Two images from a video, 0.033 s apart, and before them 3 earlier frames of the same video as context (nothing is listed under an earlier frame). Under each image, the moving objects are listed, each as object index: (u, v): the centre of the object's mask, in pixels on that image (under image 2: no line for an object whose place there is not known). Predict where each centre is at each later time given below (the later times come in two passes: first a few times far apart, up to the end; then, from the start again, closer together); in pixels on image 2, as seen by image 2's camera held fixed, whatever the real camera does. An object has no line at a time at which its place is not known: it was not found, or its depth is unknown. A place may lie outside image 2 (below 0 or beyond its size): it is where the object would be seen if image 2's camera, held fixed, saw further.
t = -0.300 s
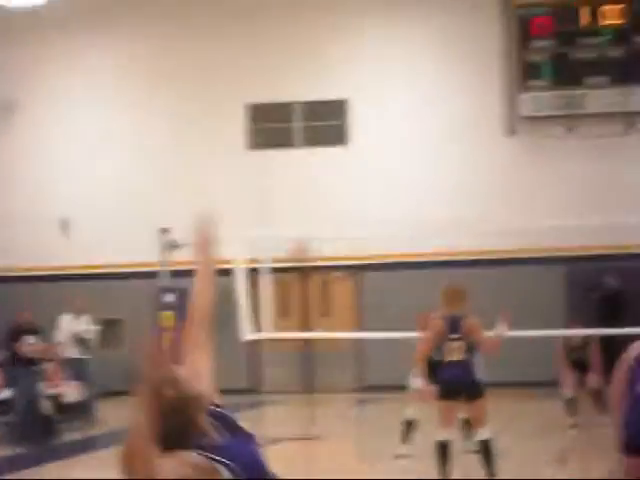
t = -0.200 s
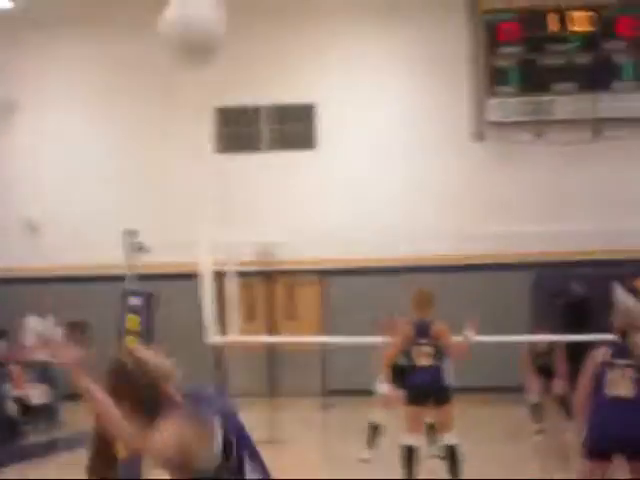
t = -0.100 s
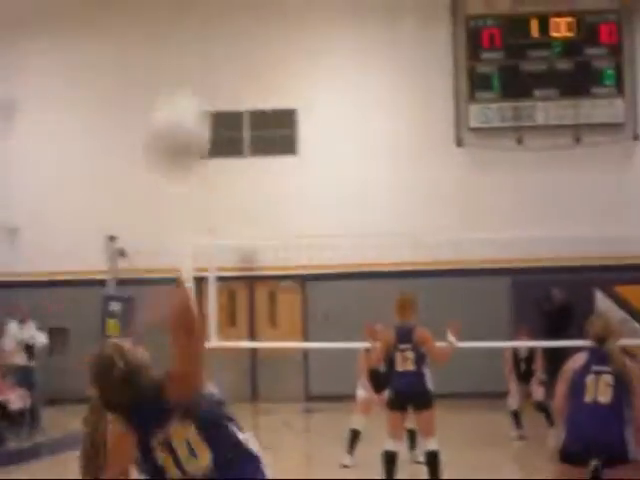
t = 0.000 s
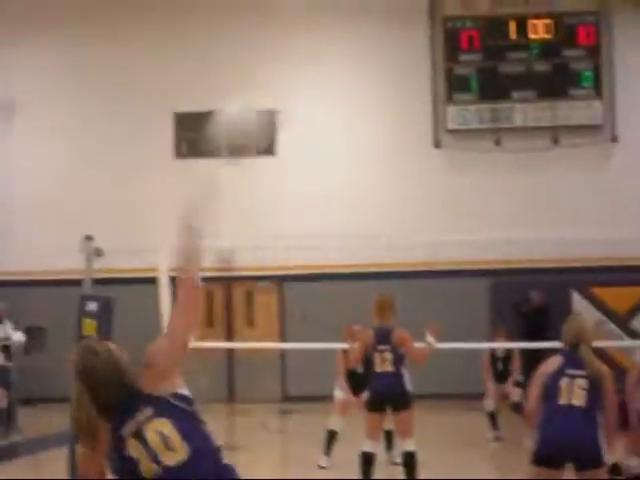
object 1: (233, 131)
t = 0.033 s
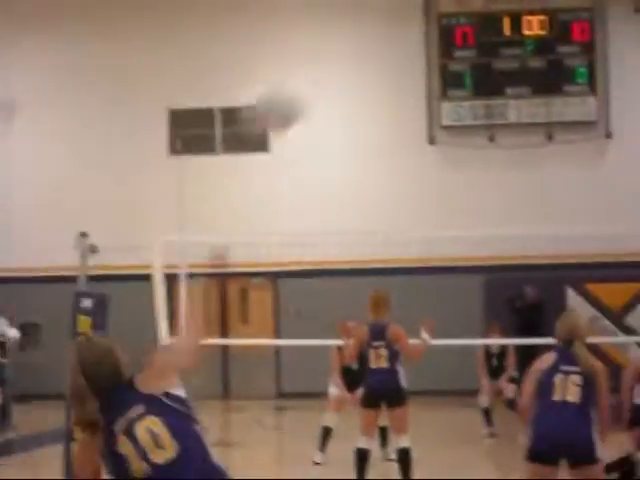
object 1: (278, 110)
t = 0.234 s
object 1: (426, 94)
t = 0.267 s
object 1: (440, 100)
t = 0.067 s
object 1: (310, 98)
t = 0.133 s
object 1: (362, 87)
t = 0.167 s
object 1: (384, 86)
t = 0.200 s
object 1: (406, 90)
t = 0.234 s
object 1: (426, 94)
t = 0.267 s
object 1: (440, 100)
